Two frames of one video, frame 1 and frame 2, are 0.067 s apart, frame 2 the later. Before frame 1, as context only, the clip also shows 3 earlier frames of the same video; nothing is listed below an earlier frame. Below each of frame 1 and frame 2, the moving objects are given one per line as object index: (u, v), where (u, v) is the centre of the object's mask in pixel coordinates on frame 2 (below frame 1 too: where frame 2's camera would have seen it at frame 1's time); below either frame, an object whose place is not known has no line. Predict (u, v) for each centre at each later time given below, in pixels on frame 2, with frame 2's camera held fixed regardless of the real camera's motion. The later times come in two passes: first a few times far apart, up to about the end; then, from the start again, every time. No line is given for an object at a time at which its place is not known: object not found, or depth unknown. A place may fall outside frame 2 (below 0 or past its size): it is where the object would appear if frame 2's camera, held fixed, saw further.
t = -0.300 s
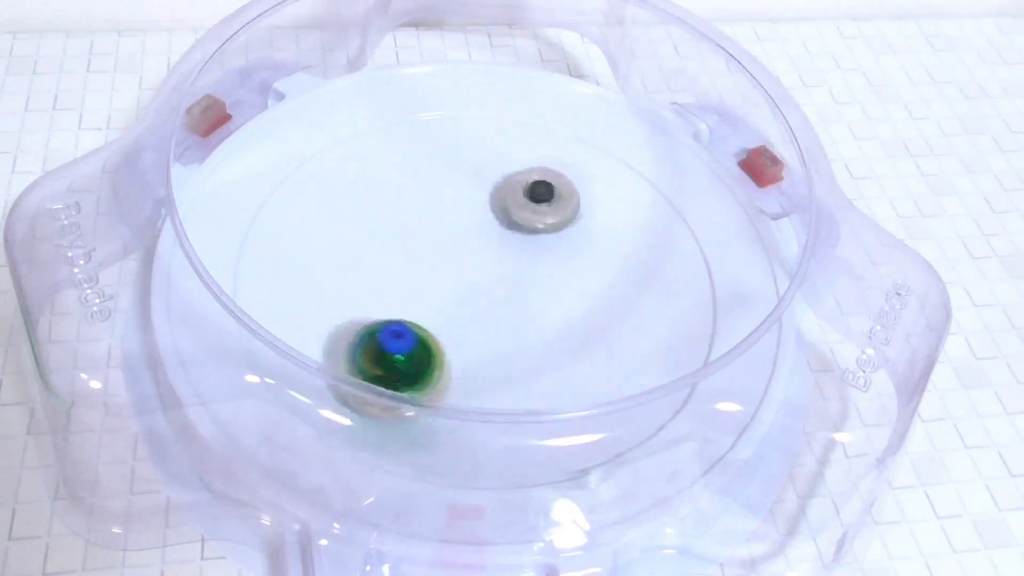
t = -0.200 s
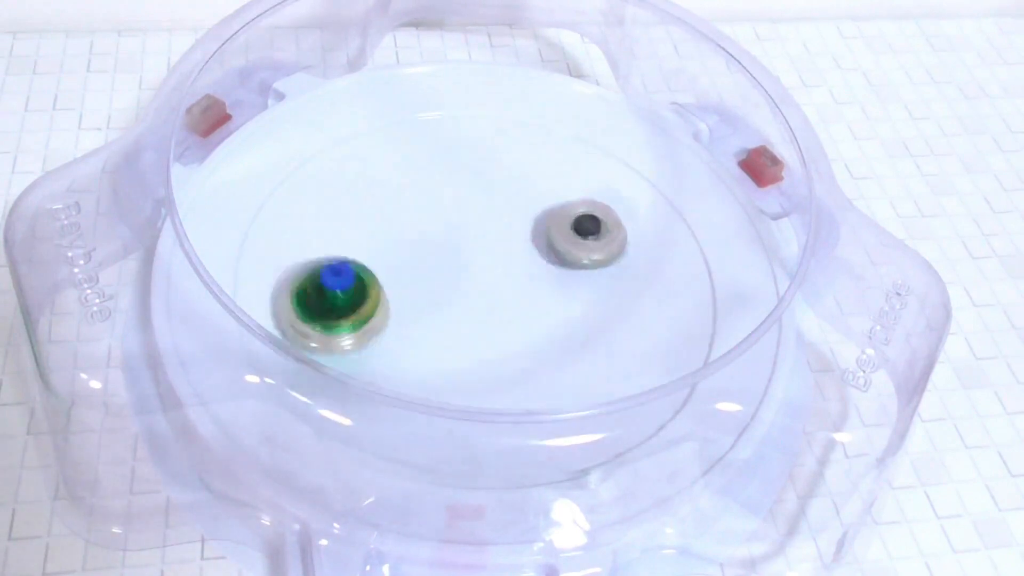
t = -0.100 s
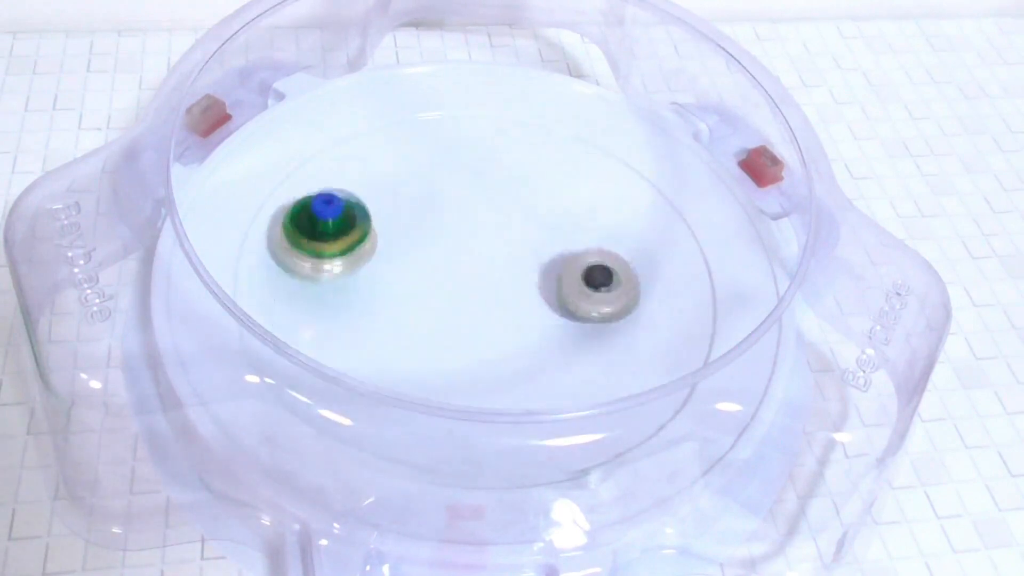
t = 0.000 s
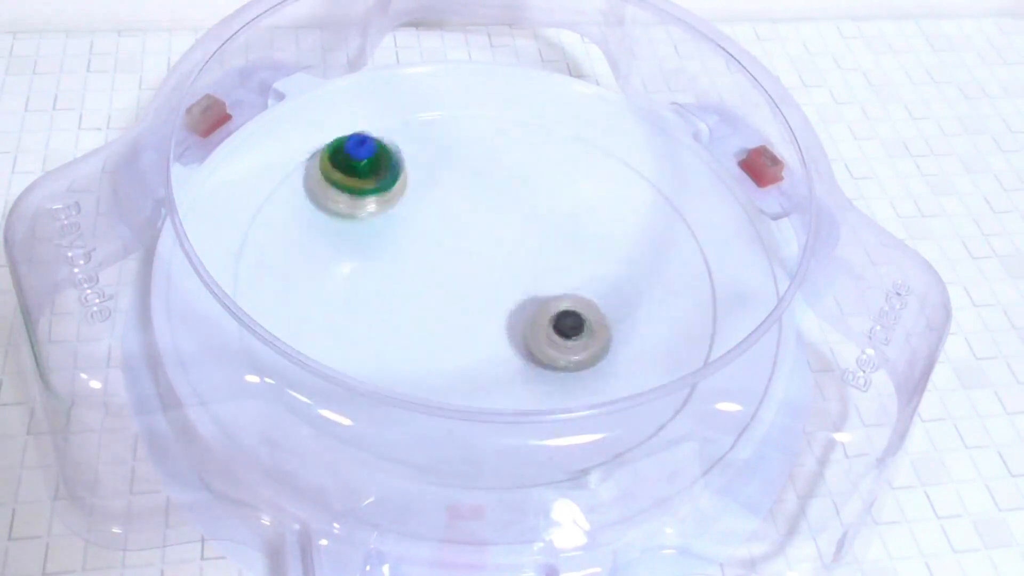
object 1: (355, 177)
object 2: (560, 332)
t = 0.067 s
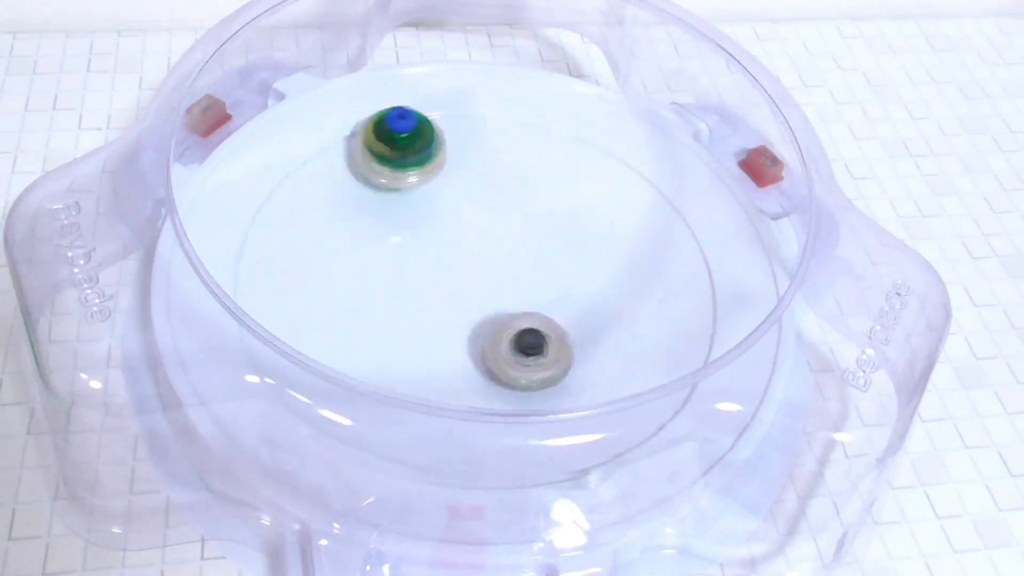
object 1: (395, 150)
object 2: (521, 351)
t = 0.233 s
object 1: (522, 143)
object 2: (409, 331)
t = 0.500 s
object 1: (620, 292)
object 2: (395, 209)
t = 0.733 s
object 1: (461, 388)
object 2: (524, 209)
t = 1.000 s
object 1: (300, 262)
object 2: (539, 330)
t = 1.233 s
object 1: (416, 156)
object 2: (398, 339)
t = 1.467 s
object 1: (590, 198)
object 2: (381, 235)
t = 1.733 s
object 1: (615, 356)
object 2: (527, 224)
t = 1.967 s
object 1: (395, 362)
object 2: (566, 324)
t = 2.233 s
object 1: (343, 199)
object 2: (421, 348)
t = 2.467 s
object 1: (488, 141)
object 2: (396, 244)
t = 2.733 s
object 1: (615, 265)
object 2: (529, 214)
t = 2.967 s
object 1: (500, 374)
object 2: (575, 307)
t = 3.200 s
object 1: (323, 316)
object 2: (451, 345)
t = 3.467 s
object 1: (376, 157)
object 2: (400, 254)
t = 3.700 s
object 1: (534, 142)
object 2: (504, 220)
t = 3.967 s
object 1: (632, 281)
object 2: (548, 315)
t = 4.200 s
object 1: (545, 383)
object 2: (429, 367)
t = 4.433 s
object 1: (449, 311)
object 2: (323, 255)
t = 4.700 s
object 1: (553, 208)
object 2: (423, 184)
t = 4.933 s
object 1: (607, 260)
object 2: (539, 204)
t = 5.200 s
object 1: (434, 308)
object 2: (573, 265)
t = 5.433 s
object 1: (340, 211)
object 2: (502, 329)
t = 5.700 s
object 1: (475, 193)
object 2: (395, 279)
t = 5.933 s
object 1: (544, 309)
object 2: (430, 211)
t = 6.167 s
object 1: (445, 383)
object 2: (520, 248)
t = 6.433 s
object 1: (391, 264)
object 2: (491, 335)
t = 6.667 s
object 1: (512, 192)
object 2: (398, 311)
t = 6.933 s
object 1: (620, 261)
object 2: (454, 242)
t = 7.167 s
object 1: (487, 326)
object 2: (545, 270)
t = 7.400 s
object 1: (348, 256)
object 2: (510, 338)
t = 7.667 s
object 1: (412, 163)
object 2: (430, 280)
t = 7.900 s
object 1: (543, 180)
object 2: (474, 289)
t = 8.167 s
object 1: (603, 283)
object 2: (504, 332)
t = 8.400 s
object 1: (520, 347)
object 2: (380, 315)
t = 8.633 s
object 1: (470, 298)
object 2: (320, 209)
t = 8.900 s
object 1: (546, 257)
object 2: (373, 161)
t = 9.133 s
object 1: (534, 276)
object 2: (453, 186)
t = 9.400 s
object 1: (452, 270)
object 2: (521, 216)
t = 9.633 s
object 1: (434, 230)
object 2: (571, 259)
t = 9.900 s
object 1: (485, 250)
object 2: (544, 319)
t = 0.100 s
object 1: (419, 141)
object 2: (499, 354)
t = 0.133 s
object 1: (444, 137)
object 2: (476, 353)
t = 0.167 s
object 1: (470, 135)
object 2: (452, 349)
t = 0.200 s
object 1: (497, 138)
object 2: (429, 342)
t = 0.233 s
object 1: (522, 143)
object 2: (409, 331)
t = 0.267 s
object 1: (546, 152)
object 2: (393, 318)
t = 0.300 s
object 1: (569, 165)
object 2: (380, 302)
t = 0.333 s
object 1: (589, 182)
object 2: (372, 286)
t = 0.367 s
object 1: (605, 201)
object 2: (369, 269)
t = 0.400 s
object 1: (617, 222)
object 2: (370, 252)
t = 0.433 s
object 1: (623, 244)
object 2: (374, 236)
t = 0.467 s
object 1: (624, 268)
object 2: (383, 222)
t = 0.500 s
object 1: (620, 292)
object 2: (395, 209)
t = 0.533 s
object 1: (611, 315)
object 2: (410, 199)
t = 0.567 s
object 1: (596, 336)
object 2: (427, 192)
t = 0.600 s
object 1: (576, 355)
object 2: (447, 189)
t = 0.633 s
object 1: (551, 366)
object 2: (467, 190)
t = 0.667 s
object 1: (521, 373)
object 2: (487, 193)
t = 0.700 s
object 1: (493, 383)
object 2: (506, 200)
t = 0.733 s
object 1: (461, 388)
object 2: (524, 209)
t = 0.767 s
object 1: (429, 386)
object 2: (540, 220)
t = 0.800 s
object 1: (397, 378)
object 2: (552, 234)
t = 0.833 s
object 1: (368, 365)
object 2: (560, 249)
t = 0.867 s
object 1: (344, 350)
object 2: (564, 266)
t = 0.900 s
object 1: (325, 330)
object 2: (564, 283)
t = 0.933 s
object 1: (312, 308)
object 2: (560, 300)
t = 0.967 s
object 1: (303, 286)
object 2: (552, 316)
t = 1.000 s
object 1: (300, 262)
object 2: (539, 330)
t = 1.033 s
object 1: (304, 240)
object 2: (524, 342)
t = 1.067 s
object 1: (313, 220)
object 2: (505, 351)
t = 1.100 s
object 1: (327, 201)
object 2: (484, 356)
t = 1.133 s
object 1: (344, 186)
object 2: (461, 357)
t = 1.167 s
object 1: (366, 172)
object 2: (439, 355)
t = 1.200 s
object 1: (390, 162)
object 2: (417, 349)
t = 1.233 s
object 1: (416, 156)
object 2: (398, 339)
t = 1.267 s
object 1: (442, 153)
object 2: (383, 327)
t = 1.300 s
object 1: (468, 154)
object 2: (371, 312)
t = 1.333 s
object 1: (494, 157)
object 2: (364, 296)
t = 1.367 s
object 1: (520, 163)
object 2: (362, 280)
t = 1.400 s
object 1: (545, 172)
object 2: (364, 264)
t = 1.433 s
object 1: (569, 184)
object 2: (370, 248)
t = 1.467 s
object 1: (590, 198)
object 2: (381, 235)
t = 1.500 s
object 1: (607, 215)
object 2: (394, 224)
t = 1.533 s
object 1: (620, 234)
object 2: (410, 215)
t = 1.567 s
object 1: (629, 254)
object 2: (428, 209)
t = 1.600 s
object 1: (630, 274)
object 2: (448, 207)
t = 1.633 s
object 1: (646, 297)
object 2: (469, 208)
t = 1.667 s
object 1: (644, 319)
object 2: (489, 211)
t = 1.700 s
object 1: (634, 340)
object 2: (509, 216)
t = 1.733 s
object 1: (615, 356)
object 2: (527, 224)
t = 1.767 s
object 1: (591, 368)
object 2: (543, 234)
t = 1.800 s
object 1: (561, 375)
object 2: (555, 247)
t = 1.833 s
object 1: (531, 378)
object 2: (564, 261)
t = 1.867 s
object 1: (499, 377)
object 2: (570, 276)
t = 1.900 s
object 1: (467, 374)
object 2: (572, 292)
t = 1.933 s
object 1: (424, 365)
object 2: (571, 308)
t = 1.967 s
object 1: (395, 362)
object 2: (566, 324)
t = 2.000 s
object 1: (374, 346)
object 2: (560, 338)
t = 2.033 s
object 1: (352, 330)
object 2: (547, 351)
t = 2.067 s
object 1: (338, 308)
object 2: (526, 360)
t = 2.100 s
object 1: (330, 285)
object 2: (505, 365)
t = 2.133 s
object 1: (326, 262)
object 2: (484, 366)
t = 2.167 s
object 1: (327, 240)
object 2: (462, 363)
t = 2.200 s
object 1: (333, 219)
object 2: (440, 357)
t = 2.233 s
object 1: (343, 199)
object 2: (421, 348)
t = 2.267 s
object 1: (356, 182)
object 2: (405, 336)
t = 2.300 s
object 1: (373, 167)
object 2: (394, 321)
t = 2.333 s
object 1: (393, 155)
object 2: (386, 305)
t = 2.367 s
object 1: (415, 147)
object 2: (382, 289)
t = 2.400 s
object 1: (439, 141)
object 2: (383, 273)
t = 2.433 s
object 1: (464, 140)
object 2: (388, 257)
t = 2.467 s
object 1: (488, 141)
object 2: (396, 244)
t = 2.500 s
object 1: (512, 146)
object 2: (407, 231)
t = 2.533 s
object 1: (536, 155)
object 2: (421, 221)
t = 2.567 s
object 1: (559, 167)
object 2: (436, 213)
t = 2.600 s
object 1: (579, 183)
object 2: (454, 208)
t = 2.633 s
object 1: (595, 202)
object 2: (473, 207)
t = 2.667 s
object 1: (606, 222)
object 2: (491, 207)
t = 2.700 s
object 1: (612, 243)
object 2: (511, 210)
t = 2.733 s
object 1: (615, 265)
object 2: (529, 214)
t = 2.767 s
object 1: (612, 288)
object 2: (546, 222)
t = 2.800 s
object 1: (603, 309)
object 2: (560, 232)
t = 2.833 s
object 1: (591, 330)
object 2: (571, 245)
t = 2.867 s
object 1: (573, 347)
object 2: (578, 260)
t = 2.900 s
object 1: (553, 361)
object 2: (582, 275)
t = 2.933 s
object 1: (527, 369)
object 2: (581, 292)
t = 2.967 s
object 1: (500, 374)
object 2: (575, 307)
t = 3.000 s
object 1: (470, 383)
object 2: (565, 321)
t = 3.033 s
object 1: (439, 384)
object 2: (551, 334)
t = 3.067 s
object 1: (410, 379)
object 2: (534, 343)
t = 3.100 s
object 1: (381, 369)
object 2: (515, 349)
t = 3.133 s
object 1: (357, 354)
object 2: (494, 351)
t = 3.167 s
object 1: (337, 338)
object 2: (472, 350)
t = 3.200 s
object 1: (323, 316)
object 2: (451, 345)
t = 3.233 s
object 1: (313, 296)
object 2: (431, 338)
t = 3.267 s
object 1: (309, 274)
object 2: (415, 328)
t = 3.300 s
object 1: (310, 253)
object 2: (400, 315)
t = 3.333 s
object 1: (318, 232)
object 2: (390, 300)
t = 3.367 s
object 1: (330, 213)
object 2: (384, 285)
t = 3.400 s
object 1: (342, 192)
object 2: (386, 274)
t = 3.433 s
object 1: (357, 173)
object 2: (392, 265)
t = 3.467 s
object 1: (376, 157)
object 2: (400, 254)
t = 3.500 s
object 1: (396, 145)
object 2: (409, 242)
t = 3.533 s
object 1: (417, 138)
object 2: (421, 232)
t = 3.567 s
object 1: (439, 133)
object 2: (435, 224)
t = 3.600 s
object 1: (463, 130)
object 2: (451, 219)
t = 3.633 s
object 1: (486, 131)
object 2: (468, 217)
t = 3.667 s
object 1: (510, 135)
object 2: (487, 217)
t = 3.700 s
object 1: (534, 142)
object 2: (504, 220)
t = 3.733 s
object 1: (557, 153)
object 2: (521, 225)
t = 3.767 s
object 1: (578, 167)
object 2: (536, 233)
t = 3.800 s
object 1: (596, 184)
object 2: (548, 243)
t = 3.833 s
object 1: (611, 200)
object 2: (556, 256)
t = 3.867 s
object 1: (622, 219)
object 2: (560, 270)
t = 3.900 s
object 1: (628, 239)
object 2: (560, 285)
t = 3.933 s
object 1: (632, 259)
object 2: (556, 301)
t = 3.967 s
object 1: (632, 281)
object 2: (548, 315)
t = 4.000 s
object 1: (626, 304)
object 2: (537, 327)
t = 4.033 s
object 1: (616, 320)
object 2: (524, 338)
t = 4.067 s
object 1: (606, 338)
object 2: (514, 353)
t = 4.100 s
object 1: (595, 354)
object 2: (486, 361)
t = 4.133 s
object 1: (580, 364)
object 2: (465, 368)
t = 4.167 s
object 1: (564, 373)
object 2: (448, 370)
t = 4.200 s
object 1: (545, 383)
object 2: (429, 367)
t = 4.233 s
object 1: (520, 387)
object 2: (413, 363)
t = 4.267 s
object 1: (497, 375)
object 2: (398, 355)
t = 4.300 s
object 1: (476, 369)
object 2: (381, 343)
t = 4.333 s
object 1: (458, 359)
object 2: (363, 323)
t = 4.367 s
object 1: (451, 345)
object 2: (340, 299)
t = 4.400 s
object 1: (448, 329)
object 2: (327, 276)
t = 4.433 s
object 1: (449, 311)
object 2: (323, 255)
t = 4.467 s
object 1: (455, 293)
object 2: (325, 237)
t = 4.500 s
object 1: (463, 276)
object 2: (334, 223)
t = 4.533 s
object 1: (475, 261)
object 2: (346, 213)
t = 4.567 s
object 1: (487, 247)
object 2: (359, 204)
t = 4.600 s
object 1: (501, 234)
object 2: (374, 197)
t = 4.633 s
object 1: (517, 223)
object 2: (390, 191)
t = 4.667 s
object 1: (534, 214)
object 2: (406, 186)
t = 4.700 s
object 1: (553, 208)
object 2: (423, 184)
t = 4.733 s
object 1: (571, 206)
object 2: (440, 182)
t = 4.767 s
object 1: (588, 207)
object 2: (458, 183)
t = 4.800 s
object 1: (603, 212)
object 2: (475, 185)
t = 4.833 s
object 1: (614, 220)
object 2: (492, 188)
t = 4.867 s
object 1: (619, 232)
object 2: (508, 192)
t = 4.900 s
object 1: (616, 246)
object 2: (524, 197)
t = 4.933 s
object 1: (607, 260)
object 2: (539, 204)
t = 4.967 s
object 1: (592, 272)
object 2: (557, 208)
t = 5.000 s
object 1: (573, 282)
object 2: (565, 214)
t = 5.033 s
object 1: (554, 297)
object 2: (568, 220)
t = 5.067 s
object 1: (531, 308)
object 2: (571, 225)
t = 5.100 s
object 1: (507, 313)
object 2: (577, 232)
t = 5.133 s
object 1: (482, 314)
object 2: (578, 242)
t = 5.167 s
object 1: (457, 312)
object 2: (579, 253)
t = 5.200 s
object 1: (434, 308)
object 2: (573, 265)
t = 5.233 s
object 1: (410, 301)
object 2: (571, 278)
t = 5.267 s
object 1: (390, 290)
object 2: (566, 291)
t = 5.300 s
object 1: (372, 276)
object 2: (557, 302)
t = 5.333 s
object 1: (358, 261)
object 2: (546, 312)
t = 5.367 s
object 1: (347, 246)
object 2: (532, 320)
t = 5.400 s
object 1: (341, 228)
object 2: (518, 326)
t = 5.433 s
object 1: (340, 211)
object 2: (502, 329)
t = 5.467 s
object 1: (346, 195)
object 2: (484, 329)
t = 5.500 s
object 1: (357, 183)
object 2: (468, 328)
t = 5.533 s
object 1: (372, 174)
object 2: (451, 325)
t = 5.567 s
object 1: (392, 169)
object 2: (436, 319)
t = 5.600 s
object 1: (414, 168)
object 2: (422, 311)
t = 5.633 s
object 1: (436, 173)
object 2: (411, 302)
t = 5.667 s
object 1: (457, 182)
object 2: (402, 291)
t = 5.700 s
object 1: (475, 193)
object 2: (395, 279)
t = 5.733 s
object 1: (493, 206)
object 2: (391, 267)
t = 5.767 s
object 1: (510, 221)
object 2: (390, 255)
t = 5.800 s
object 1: (523, 238)
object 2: (393, 243)
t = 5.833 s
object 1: (532, 255)
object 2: (399, 232)
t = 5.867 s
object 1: (539, 273)
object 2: (406, 223)
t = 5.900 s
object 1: (543, 290)
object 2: (417, 216)
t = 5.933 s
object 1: (544, 309)
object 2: (430, 211)
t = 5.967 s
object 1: (542, 328)
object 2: (444, 210)
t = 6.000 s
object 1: (535, 345)
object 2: (459, 211)
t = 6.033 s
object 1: (524, 359)
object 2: (474, 215)
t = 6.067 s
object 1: (509, 368)
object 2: (488, 221)
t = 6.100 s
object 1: (490, 373)
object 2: (500, 228)
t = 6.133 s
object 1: (467, 381)
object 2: (511, 238)
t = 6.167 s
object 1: (445, 383)
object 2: (520, 248)
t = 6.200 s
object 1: (421, 377)
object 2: (525, 260)
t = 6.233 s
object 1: (403, 365)
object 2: (528, 272)
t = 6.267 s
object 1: (388, 351)
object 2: (528, 284)
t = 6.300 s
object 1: (377, 337)
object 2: (525, 296)
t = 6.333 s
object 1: (374, 317)
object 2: (520, 308)
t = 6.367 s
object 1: (377, 298)
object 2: (513, 319)
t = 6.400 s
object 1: (382, 281)
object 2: (503, 328)
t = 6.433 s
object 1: (391, 264)
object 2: (491, 335)
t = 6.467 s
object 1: (403, 248)
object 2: (476, 339)
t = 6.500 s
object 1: (419, 234)
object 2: (461, 342)
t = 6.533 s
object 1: (434, 222)
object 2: (446, 341)
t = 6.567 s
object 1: (452, 211)
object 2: (430, 338)
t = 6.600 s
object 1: (471, 202)
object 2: (416, 331)
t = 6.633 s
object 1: (492, 196)
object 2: (405, 322)
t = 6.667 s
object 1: (512, 192)
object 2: (398, 311)
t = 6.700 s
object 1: (533, 190)
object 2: (394, 299)
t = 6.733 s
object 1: (554, 190)
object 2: (394, 287)
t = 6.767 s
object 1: (574, 194)
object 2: (398, 275)
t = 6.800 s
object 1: (593, 203)
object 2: (405, 265)
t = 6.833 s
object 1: (607, 213)
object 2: (415, 257)
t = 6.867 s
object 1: (617, 227)
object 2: (426, 250)
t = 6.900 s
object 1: (621, 243)
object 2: (440, 244)
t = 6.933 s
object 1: (620, 261)
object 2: (454, 242)
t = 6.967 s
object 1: (612, 278)
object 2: (468, 241)
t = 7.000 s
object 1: (598, 293)
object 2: (483, 242)
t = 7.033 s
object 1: (581, 305)
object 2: (497, 245)
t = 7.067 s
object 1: (561, 317)
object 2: (511, 250)
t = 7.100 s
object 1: (537, 324)
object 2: (521, 253)
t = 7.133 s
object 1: (512, 327)
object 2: (534, 259)
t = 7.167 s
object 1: (487, 326)
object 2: (545, 270)
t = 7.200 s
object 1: (462, 323)
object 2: (549, 282)
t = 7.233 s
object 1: (438, 318)
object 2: (548, 294)
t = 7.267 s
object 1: (415, 310)
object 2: (547, 306)
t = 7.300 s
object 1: (394, 299)
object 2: (543, 317)
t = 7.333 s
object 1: (377, 287)
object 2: (535, 327)
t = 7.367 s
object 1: (361, 273)
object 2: (524, 334)
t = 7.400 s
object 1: (348, 256)
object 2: (510, 338)
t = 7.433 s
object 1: (340, 238)
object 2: (494, 338)
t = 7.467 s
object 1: (337, 223)
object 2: (479, 336)
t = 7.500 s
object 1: (337, 206)
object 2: (464, 330)
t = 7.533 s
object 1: (343, 190)
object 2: (451, 323)
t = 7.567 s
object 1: (355, 176)
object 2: (441, 314)
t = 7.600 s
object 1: (371, 168)
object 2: (435, 303)
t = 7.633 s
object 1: (391, 164)
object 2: (431, 292)
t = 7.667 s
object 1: (412, 163)
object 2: (430, 280)
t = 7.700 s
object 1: (433, 166)
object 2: (431, 268)
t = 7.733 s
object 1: (455, 175)
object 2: (435, 257)
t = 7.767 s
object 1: (474, 179)
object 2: (440, 253)
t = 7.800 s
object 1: (495, 175)
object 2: (447, 261)
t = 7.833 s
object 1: (513, 174)
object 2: (454, 274)
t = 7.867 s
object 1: (527, 175)
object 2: (464, 285)
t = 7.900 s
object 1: (543, 180)
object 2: (474, 289)
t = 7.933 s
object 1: (561, 186)
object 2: (485, 294)
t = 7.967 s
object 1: (579, 196)
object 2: (496, 300)
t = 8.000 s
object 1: (592, 209)
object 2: (504, 305)
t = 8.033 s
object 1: (602, 223)
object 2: (509, 312)
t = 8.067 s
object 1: (606, 232)
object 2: (511, 316)
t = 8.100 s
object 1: (609, 248)
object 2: (512, 323)
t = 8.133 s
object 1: (608, 265)
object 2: (509, 329)
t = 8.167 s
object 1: (603, 283)
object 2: (504, 332)
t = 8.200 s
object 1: (594, 300)
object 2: (497, 333)
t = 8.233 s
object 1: (582, 313)
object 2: (489, 333)
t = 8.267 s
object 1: (574, 323)
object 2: (464, 331)
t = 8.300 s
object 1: (568, 333)
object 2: (435, 333)
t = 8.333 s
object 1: (556, 341)
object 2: (411, 330)
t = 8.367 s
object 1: (538, 345)
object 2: (392, 323)
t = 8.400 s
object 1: (520, 347)
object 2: (380, 315)
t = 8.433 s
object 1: (498, 344)
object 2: (375, 307)
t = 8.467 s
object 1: (479, 337)
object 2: (373, 297)
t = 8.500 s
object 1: (463, 328)
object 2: (374, 286)
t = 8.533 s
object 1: (450, 317)
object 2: (375, 276)
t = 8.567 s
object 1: (455, 311)
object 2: (351, 252)
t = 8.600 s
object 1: (465, 305)
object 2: (331, 228)
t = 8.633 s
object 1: (470, 298)
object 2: (320, 209)
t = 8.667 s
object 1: (477, 288)
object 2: (316, 193)
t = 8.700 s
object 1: (487, 280)
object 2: (318, 184)
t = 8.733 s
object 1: (496, 273)
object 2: (324, 178)
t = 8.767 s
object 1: (507, 265)
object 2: (332, 172)
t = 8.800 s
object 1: (518, 261)
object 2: (341, 167)
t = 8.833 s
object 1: (528, 258)
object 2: (350, 164)
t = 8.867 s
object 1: (537, 255)
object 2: (361, 161)
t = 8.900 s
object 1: (546, 257)
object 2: (373, 161)
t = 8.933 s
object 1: (552, 260)
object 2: (385, 161)
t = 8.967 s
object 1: (555, 262)
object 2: (397, 162)
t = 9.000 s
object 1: (555, 267)
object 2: (409, 165)
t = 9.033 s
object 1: (553, 269)
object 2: (420, 169)
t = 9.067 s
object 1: (550, 271)
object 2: (431, 174)
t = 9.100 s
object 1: (543, 275)
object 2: (442, 179)
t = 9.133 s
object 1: (534, 276)
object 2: (453, 186)
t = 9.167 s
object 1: (527, 277)
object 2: (463, 193)
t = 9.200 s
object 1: (514, 277)
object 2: (472, 200)
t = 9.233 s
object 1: (502, 274)
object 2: (481, 205)
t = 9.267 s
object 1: (492, 275)
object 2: (489, 208)
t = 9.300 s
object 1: (482, 276)
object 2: (496, 207)
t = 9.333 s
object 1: (472, 275)
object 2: (504, 208)
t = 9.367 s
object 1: (461, 273)
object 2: (513, 212)
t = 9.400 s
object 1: (452, 270)
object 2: (521, 216)
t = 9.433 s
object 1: (443, 265)
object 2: (534, 220)
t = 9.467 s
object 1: (436, 259)
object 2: (543, 225)
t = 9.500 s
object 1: (430, 251)
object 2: (550, 231)
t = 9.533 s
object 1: (429, 246)
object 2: (551, 238)
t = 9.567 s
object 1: (429, 239)
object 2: (562, 244)
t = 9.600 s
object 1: (430, 232)
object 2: (567, 251)
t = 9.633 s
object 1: (434, 230)
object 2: (571, 259)
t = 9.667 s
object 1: (439, 226)
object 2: (574, 267)
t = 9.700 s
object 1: (447, 225)
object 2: (576, 275)
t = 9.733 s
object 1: (453, 226)
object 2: (575, 283)
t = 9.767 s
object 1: (461, 228)
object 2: (573, 291)
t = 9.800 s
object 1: (469, 232)
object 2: (569, 299)
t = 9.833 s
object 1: (475, 236)
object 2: (562, 306)
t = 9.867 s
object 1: (482, 242)
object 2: (550, 312)
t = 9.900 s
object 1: (485, 250)
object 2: (544, 319)
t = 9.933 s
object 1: (481, 250)
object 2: (556, 335)
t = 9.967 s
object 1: (478, 253)
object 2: (557, 347)
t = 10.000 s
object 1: (475, 256)
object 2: (553, 355)
